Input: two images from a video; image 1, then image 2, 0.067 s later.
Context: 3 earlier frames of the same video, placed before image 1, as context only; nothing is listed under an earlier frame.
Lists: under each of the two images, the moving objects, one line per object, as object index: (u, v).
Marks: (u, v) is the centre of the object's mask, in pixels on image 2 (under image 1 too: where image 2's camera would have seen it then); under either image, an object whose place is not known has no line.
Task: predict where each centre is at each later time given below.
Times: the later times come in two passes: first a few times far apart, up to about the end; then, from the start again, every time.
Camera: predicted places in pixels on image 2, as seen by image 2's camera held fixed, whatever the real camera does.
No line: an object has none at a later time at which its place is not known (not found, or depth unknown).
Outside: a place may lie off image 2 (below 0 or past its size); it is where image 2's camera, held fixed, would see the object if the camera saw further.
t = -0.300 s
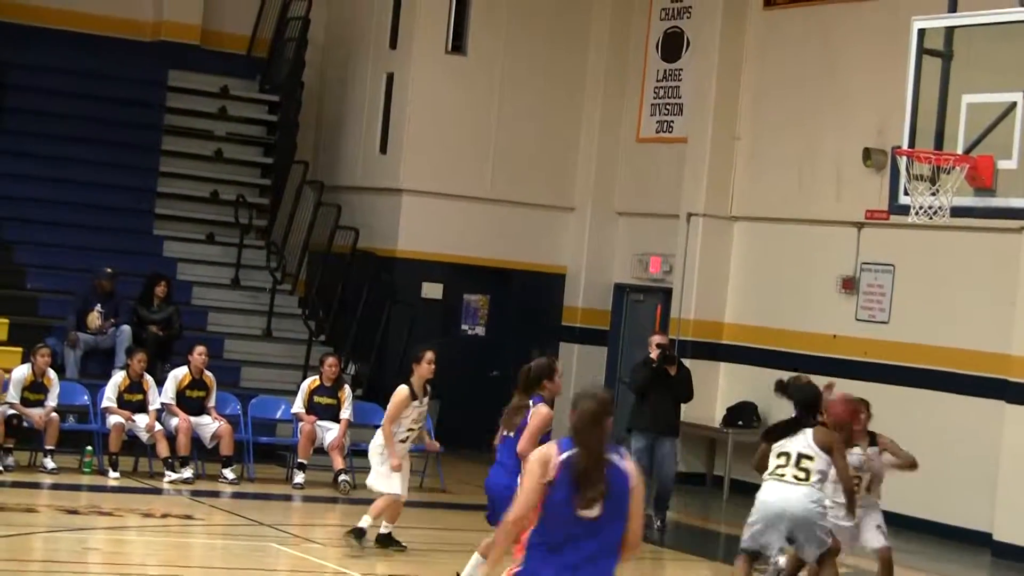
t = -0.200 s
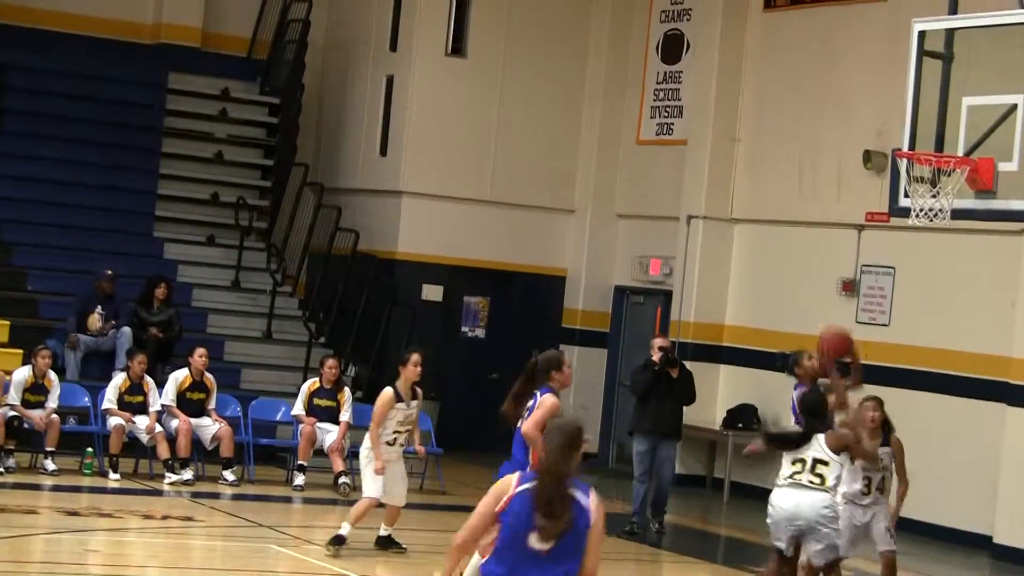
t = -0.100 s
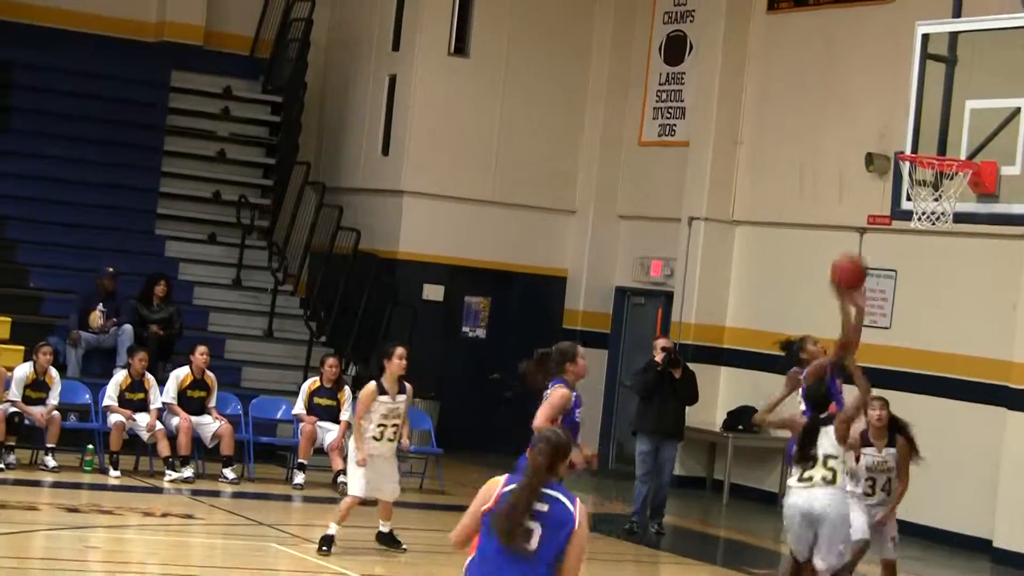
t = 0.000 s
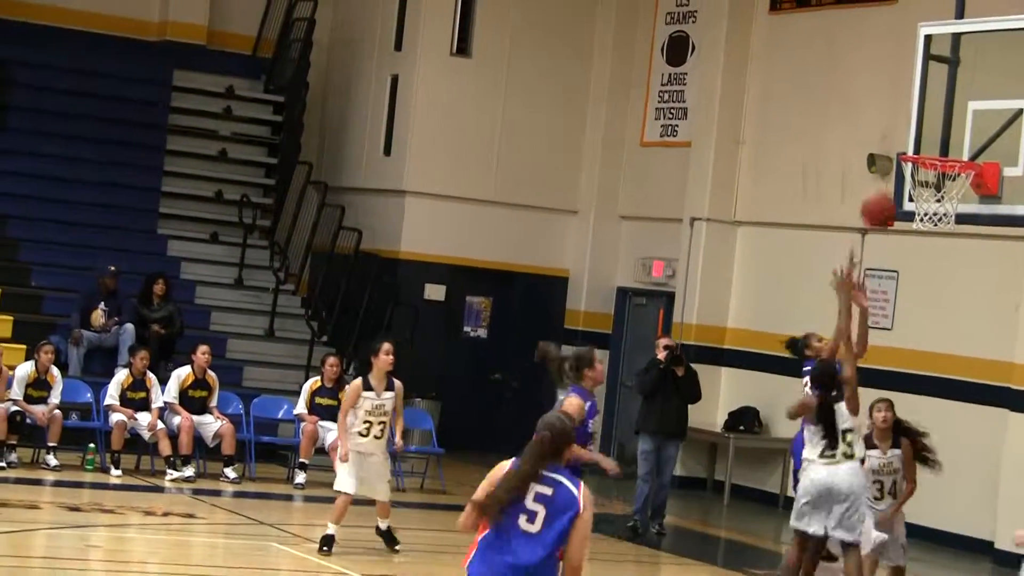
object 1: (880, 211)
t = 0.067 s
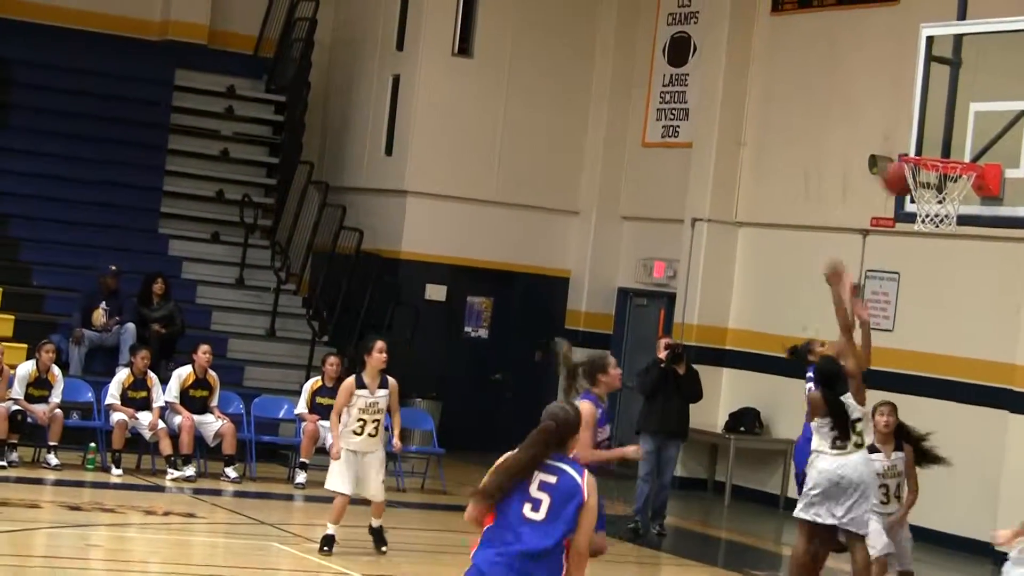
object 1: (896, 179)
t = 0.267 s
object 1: (955, 115)
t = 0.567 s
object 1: (967, 149)
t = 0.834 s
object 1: (924, 188)
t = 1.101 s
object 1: (936, 229)
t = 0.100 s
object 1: (903, 159)
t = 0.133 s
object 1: (920, 146)
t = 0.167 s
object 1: (928, 139)
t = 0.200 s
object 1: (937, 130)
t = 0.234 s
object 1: (947, 122)
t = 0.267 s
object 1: (955, 115)
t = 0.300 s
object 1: (964, 111)
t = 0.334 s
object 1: (969, 110)
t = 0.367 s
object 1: (969, 111)
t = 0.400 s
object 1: (969, 114)
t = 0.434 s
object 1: (969, 119)
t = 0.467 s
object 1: (969, 125)
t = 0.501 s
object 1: (969, 133)
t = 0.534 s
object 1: (968, 143)
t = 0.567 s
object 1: (967, 149)
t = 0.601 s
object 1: (960, 149)
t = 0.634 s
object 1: (952, 154)
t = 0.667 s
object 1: (943, 161)
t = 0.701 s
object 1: (938, 167)
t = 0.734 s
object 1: (932, 171)
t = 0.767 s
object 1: (929, 177)
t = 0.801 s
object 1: (928, 180)
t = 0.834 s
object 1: (924, 188)
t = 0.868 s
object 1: (922, 197)
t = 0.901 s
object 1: (922, 198)
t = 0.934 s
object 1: (924, 203)
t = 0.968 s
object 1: (927, 206)
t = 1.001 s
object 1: (928, 208)
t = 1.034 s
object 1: (929, 210)
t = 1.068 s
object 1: (933, 214)
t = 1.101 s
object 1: (936, 229)
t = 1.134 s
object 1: (938, 239)
